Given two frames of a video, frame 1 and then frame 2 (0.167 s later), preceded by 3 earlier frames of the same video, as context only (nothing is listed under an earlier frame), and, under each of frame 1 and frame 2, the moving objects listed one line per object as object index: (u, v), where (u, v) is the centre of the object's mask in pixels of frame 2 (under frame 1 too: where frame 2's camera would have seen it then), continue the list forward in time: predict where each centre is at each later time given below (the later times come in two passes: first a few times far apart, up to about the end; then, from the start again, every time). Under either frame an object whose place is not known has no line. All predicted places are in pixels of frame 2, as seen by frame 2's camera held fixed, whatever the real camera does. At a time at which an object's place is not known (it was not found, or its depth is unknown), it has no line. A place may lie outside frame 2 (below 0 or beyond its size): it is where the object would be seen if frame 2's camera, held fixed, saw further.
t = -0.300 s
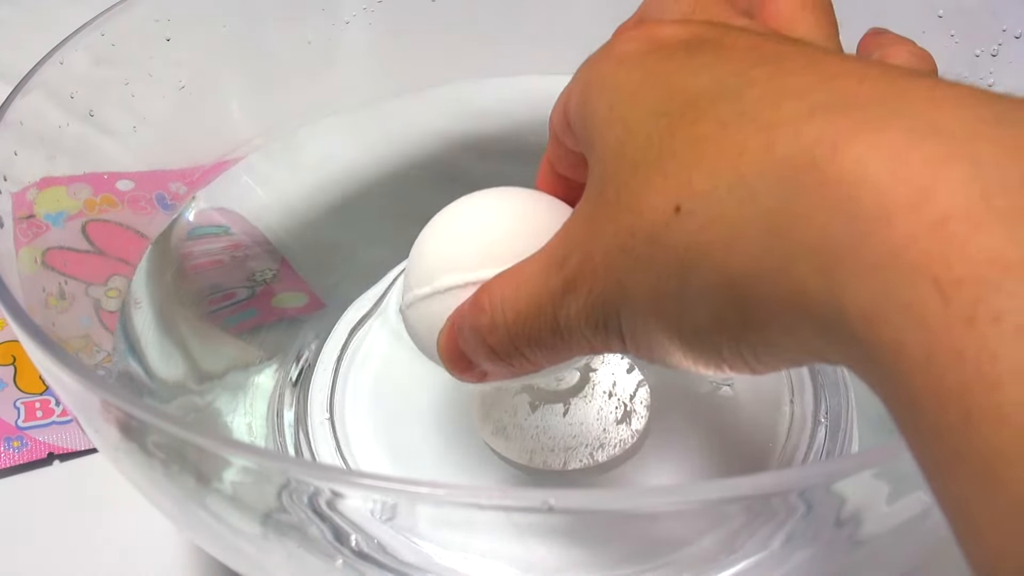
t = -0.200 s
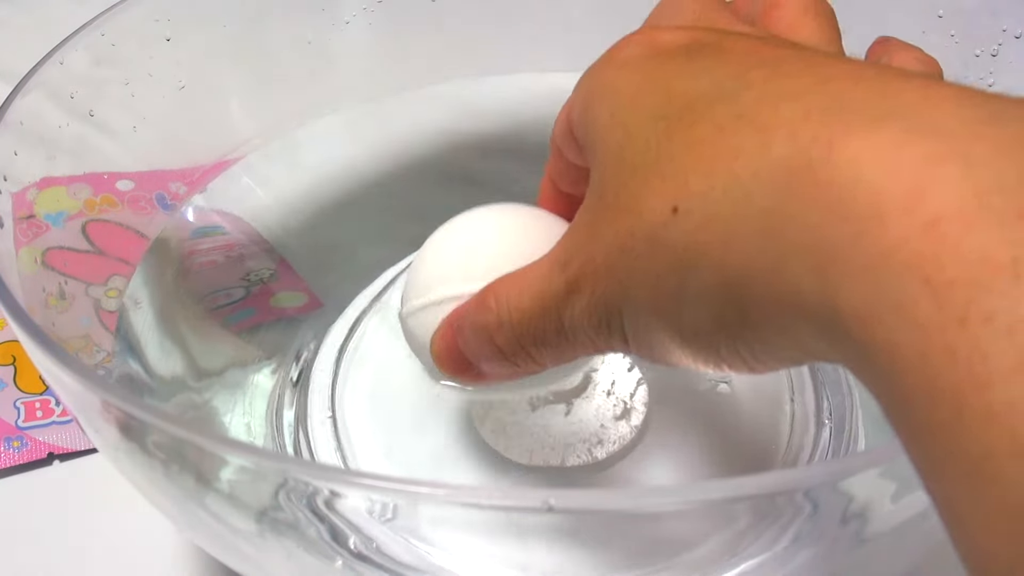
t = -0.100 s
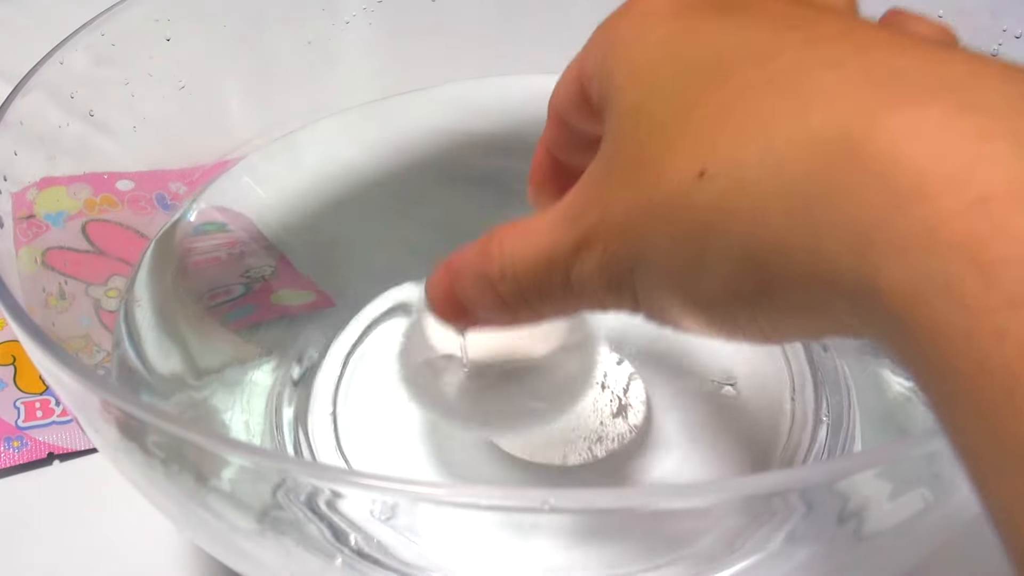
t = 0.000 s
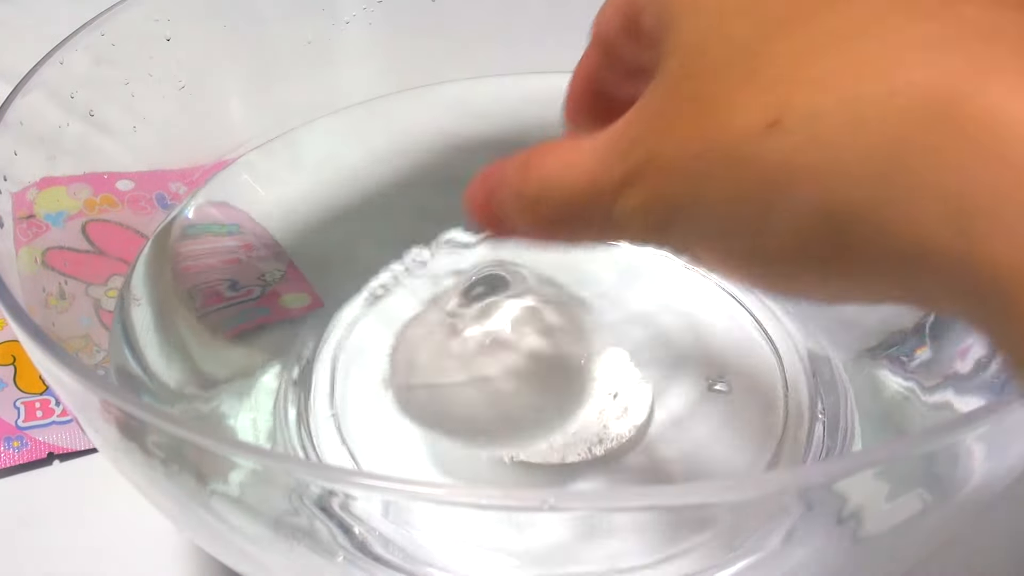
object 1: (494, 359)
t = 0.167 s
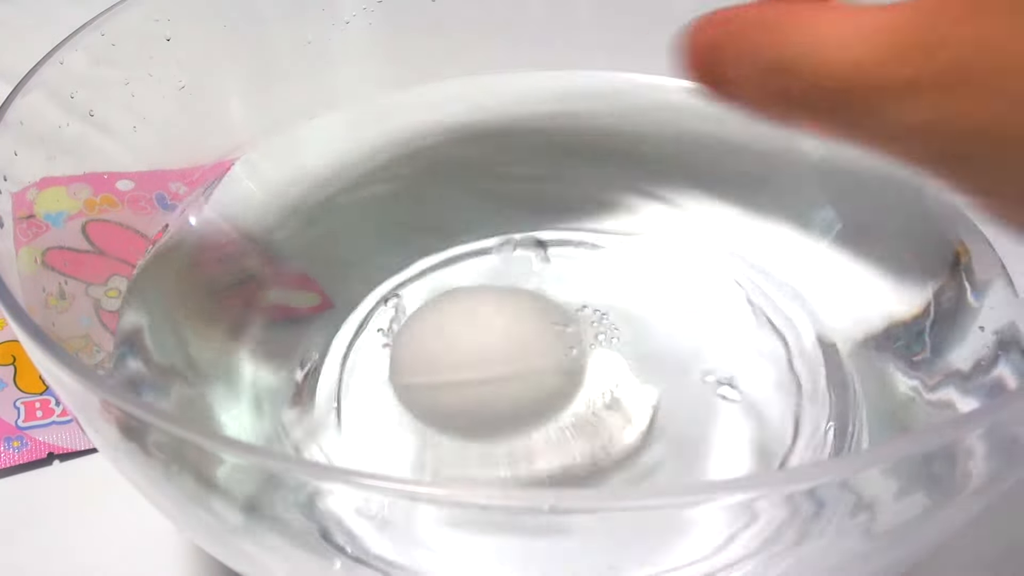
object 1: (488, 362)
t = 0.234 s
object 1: (490, 370)
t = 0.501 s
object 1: (495, 367)
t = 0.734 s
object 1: (502, 360)
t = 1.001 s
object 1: (500, 356)
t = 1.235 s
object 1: (497, 358)
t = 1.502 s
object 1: (495, 351)
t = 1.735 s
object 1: (491, 346)
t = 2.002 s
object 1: (494, 347)
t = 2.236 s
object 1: (494, 350)
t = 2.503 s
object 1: (494, 352)
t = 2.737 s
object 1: (498, 347)
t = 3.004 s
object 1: (495, 355)
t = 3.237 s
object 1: (498, 352)
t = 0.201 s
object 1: (488, 366)
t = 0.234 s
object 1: (490, 370)
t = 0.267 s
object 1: (490, 371)
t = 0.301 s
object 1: (489, 369)
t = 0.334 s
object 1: (491, 367)
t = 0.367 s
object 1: (491, 367)
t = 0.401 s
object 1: (490, 369)
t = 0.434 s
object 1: (492, 367)
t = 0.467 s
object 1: (494, 367)
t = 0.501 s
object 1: (495, 367)
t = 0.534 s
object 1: (498, 366)
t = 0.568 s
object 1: (498, 365)
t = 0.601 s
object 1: (496, 365)
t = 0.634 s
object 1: (496, 366)
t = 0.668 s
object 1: (497, 367)
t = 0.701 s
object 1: (497, 366)
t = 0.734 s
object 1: (502, 360)
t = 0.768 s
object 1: (505, 355)
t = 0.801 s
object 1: (504, 356)
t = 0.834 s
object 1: (499, 362)
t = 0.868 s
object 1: (498, 364)
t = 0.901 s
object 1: (496, 364)
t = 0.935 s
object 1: (496, 366)
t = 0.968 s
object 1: (501, 357)
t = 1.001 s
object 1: (500, 356)
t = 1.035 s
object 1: (502, 356)
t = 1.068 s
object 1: (498, 364)
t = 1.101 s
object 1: (497, 365)
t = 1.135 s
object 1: (498, 364)
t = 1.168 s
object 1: (497, 363)
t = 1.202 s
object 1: (496, 357)
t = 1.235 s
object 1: (497, 358)
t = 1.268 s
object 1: (493, 365)
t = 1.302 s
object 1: (493, 364)
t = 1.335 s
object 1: (494, 363)
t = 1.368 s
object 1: (499, 356)
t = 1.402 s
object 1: (498, 364)
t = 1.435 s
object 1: (499, 357)
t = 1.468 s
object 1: (499, 363)
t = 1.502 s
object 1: (495, 351)
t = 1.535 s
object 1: (494, 351)
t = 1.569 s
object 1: (494, 349)
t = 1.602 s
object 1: (494, 350)
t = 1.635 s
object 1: (495, 348)
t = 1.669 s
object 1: (496, 349)
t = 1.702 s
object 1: (492, 348)
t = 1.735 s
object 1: (491, 346)
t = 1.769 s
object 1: (495, 349)
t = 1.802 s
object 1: (495, 349)
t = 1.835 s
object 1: (496, 348)
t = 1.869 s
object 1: (496, 351)
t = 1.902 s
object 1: (496, 350)
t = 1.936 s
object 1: (495, 347)
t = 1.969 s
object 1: (495, 344)
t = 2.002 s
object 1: (494, 347)
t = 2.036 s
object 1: (493, 348)
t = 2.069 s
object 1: (496, 349)
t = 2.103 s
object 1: (497, 350)
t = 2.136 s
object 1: (497, 348)
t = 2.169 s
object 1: (496, 350)
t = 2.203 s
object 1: (496, 351)
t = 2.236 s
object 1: (494, 350)
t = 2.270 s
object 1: (497, 349)
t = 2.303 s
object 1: (497, 350)
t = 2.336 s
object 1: (497, 349)
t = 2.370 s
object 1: (497, 348)
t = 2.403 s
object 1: (497, 350)
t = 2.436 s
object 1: (496, 352)
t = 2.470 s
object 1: (495, 354)
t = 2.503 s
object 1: (494, 352)
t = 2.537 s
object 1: (495, 353)
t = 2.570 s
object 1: (494, 353)
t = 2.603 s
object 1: (497, 352)
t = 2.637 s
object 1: (498, 350)
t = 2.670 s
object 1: (498, 350)
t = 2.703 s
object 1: (498, 346)
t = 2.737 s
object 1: (498, 347)
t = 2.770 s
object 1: (497, 345)
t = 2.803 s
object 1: (495, 353)
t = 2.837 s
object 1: (494, 359)
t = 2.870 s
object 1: (496, 354)
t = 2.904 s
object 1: (498, 356)
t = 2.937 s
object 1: (498, 356)
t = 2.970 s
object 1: (495, 353)
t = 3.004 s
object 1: (495, 355)
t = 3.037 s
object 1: (495, 355)
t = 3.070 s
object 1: (496, 354)
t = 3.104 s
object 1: (497, 354)
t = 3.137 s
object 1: (498, 352)
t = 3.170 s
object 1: (500, 356)
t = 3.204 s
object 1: (499, 356)
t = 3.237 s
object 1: (498, 352)
